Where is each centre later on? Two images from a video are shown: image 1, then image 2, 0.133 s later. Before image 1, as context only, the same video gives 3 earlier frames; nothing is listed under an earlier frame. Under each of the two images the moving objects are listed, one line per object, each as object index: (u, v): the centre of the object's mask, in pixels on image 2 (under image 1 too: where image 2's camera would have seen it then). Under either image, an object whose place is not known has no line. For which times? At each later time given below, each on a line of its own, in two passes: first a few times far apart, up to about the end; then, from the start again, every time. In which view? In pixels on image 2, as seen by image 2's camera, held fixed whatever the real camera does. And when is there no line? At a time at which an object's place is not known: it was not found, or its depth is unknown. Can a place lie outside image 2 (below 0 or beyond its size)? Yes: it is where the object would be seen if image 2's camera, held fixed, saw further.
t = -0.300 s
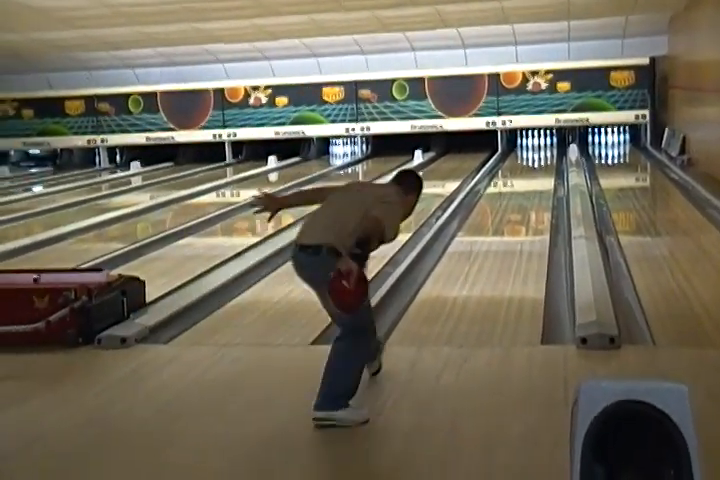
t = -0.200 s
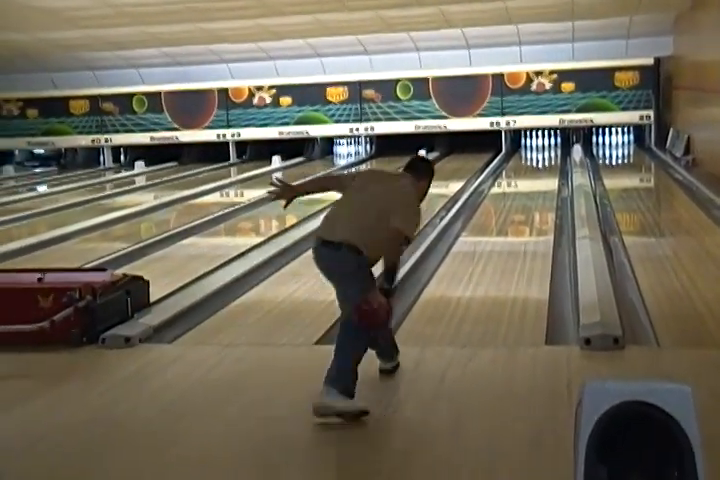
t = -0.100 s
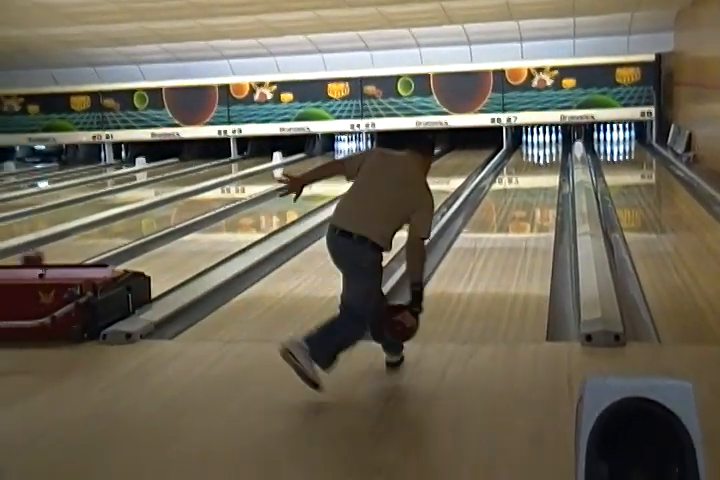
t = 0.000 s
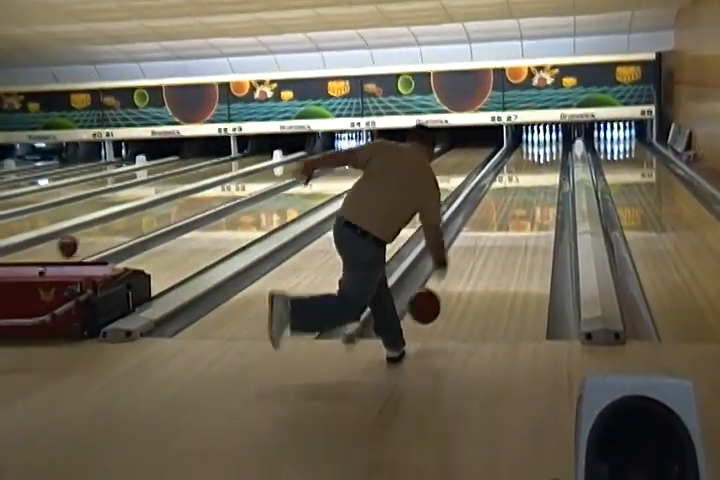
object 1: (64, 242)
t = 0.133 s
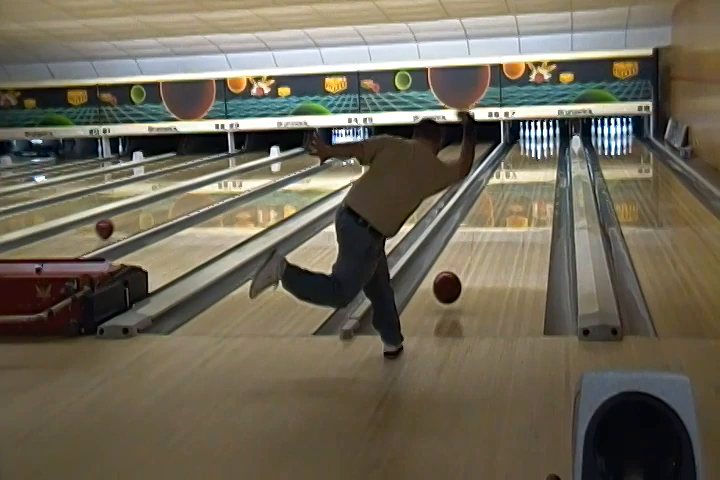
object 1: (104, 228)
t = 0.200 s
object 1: (122, 222)
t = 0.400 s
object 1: (166, 207)
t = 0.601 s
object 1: (202, 194)
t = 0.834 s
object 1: (235, 183)
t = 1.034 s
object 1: (259, 175)
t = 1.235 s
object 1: (278, 167)
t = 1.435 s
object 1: (296, 162)
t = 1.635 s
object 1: (309, 156)
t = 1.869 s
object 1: (323, 151)
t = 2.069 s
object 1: (331, 148)
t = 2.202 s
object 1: (336, 146)
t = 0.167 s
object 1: (113, 225)
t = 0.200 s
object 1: (122, 222)
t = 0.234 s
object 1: (130, 220)
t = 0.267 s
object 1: (138, 217)
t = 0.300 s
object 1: (145, 214)
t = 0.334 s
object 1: (152, 212)
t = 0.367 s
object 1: (160, 210)
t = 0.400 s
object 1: (166, 207)
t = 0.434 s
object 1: (173, 205)
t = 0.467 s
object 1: (179, 202)
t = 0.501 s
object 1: (185, 200)
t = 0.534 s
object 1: (190, 198)
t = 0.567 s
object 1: (196, 196)
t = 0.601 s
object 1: (202, 194)
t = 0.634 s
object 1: (207, 193)
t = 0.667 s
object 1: (212, 191)
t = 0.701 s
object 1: (217, 189)
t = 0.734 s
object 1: (222, 187)
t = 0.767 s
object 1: (226, 185)
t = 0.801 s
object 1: (230, 184)
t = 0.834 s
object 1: (235, 183)
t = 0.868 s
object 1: (239, 181)
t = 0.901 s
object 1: (244, 180)
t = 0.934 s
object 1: (248, 178)
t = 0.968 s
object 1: (251, 178)
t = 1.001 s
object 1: (256, 176)
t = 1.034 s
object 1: (259, 175)
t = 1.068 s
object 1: (262, 173)
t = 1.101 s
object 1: (266, 173)
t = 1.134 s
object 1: (269, 171)
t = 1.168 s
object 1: (273, 170)
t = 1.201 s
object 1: (276, 168)
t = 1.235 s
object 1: (278, 167)
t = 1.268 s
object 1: (282, 167)
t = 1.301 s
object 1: (285, 166)
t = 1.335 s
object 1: (288, 165)
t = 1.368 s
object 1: (290, 164)
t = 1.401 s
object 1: (293, 163)
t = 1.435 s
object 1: (296, 162)
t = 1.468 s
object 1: (298, 161)
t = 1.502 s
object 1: (301, 161)
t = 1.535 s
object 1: (303, 160)
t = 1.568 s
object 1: (305, 157)
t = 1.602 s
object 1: (307, 157)
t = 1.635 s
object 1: (309, 156)
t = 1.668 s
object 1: (312, 156)
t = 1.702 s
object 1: (314, 155)
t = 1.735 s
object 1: (315, 154)
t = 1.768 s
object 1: (318, 153)
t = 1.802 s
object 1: (320, 153)
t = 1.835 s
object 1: (322, 151)
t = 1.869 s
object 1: (323, 151)
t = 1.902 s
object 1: (324, 151)
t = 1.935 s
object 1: (326, 151)
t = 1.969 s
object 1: (327, 150)
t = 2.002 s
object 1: (328, 149)
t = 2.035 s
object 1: (330, 149)
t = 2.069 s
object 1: (331, 148)
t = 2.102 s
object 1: (333, 147)
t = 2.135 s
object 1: (335, 147)
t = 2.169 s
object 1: (335, 146)
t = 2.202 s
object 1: (336, 146)
